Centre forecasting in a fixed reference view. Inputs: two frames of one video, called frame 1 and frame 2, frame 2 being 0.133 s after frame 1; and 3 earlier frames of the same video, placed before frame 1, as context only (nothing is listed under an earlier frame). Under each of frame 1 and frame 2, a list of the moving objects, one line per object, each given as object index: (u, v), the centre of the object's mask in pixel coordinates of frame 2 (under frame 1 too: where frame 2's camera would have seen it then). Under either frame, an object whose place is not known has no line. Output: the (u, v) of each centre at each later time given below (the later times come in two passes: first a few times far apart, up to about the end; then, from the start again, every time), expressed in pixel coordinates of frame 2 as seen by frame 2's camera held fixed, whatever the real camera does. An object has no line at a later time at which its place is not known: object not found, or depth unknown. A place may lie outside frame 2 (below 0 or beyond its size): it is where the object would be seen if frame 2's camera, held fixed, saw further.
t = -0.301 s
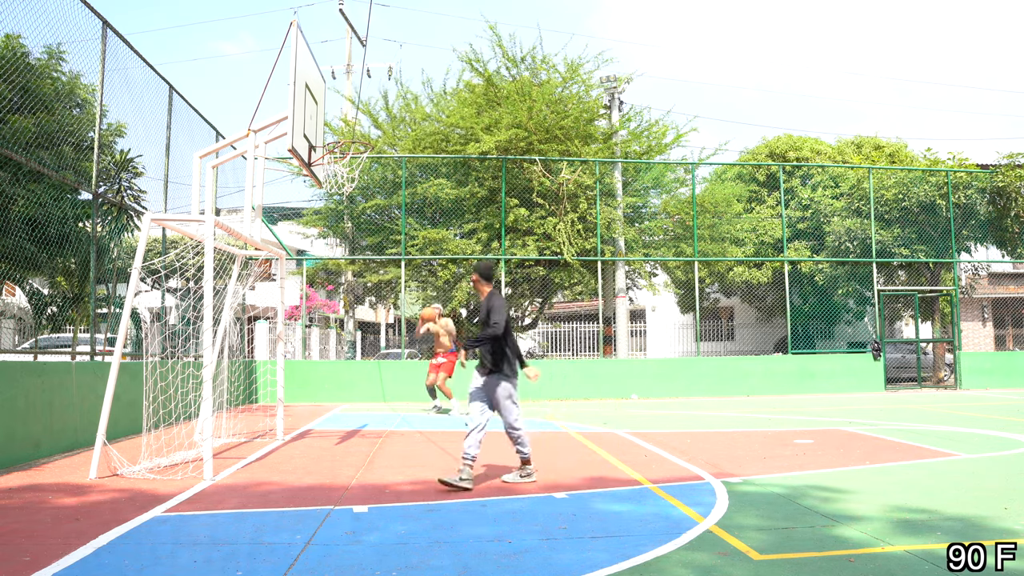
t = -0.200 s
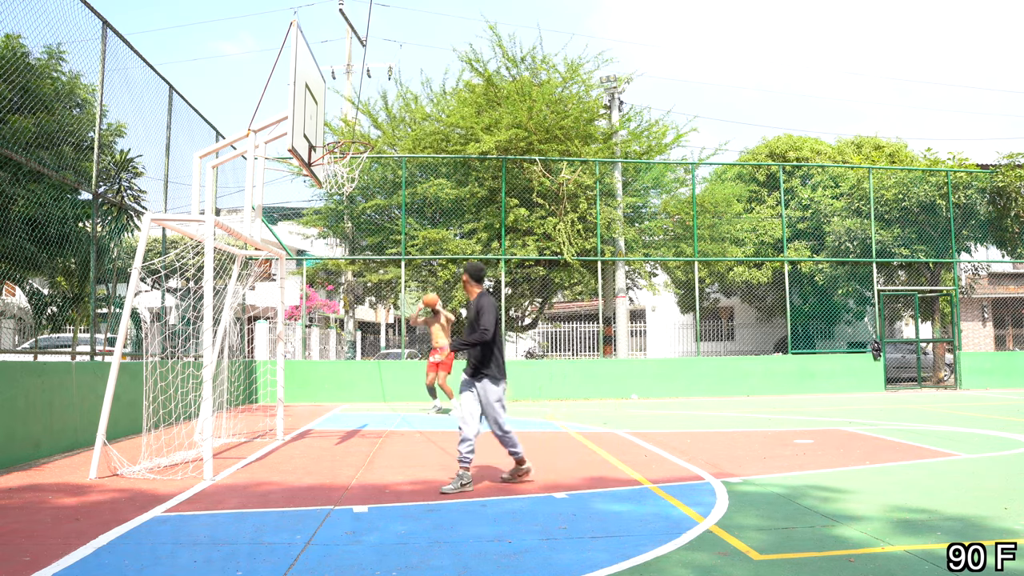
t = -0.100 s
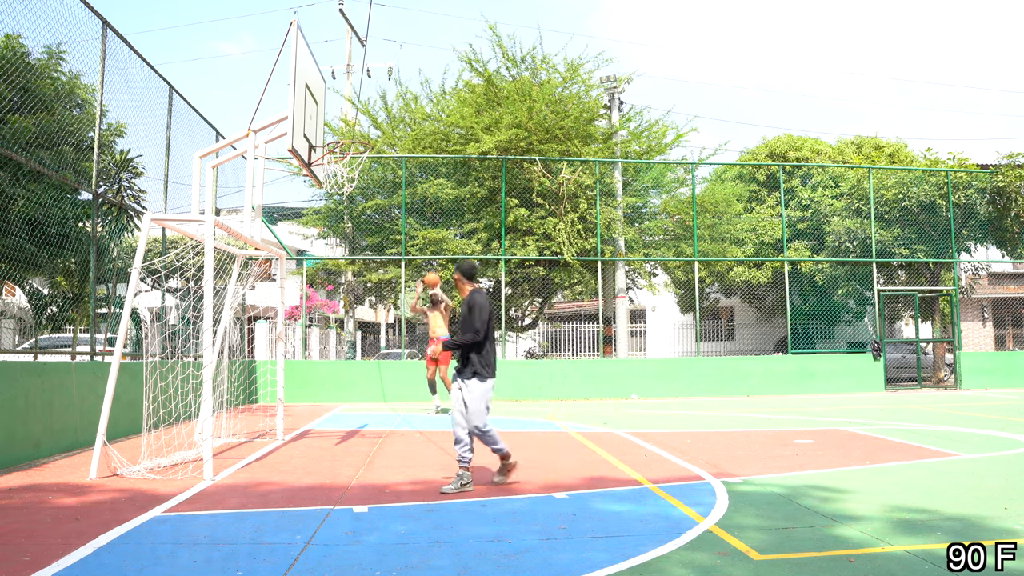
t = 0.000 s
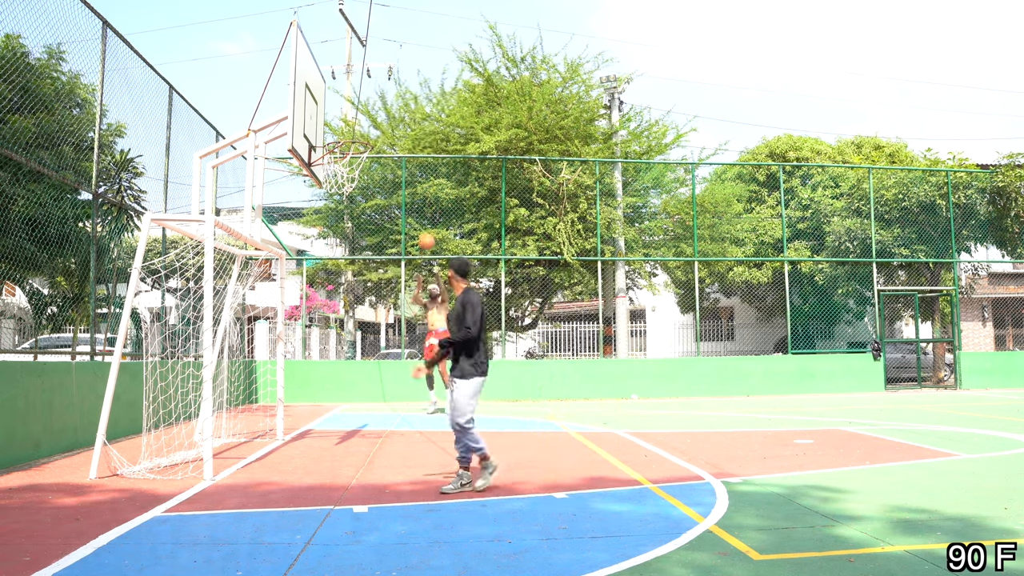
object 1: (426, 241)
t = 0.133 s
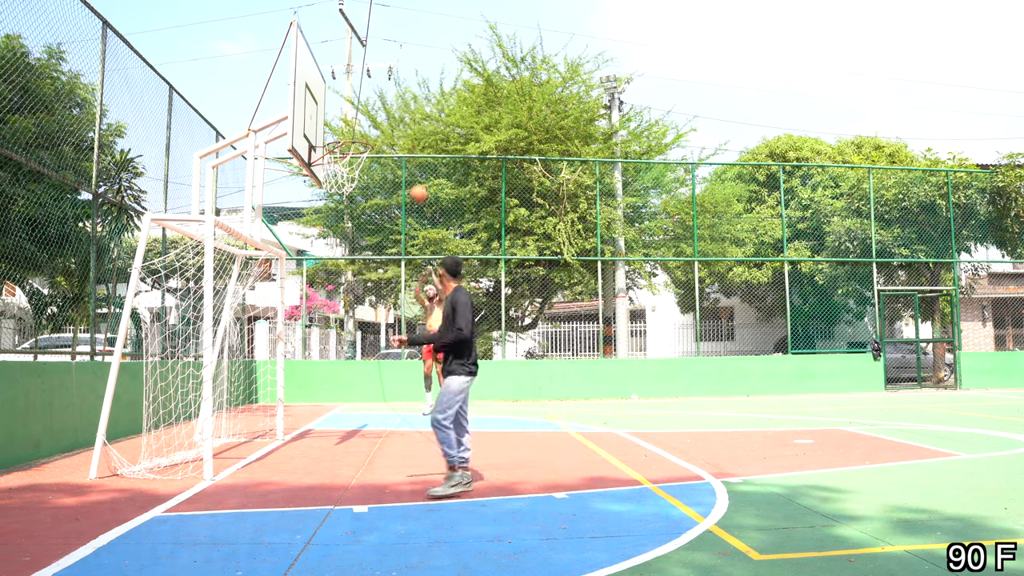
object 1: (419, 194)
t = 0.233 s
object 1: (412, 164)
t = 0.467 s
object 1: (395, 113)
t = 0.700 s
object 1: (375, 94)
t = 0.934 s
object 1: (350, 118)
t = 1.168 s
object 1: (362, 164)
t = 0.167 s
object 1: (416, 183)
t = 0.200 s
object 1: (414, 173)
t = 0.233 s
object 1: (412, 164)
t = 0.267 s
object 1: (409, 154)
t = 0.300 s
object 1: (407, 146)
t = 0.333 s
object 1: (405, 138)
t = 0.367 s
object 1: (402, 131)
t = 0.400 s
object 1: (400, 124)
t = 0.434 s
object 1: (398, 118)
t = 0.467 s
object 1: (395, 113)
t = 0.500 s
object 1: (393, 108)
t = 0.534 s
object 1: (390, 104)
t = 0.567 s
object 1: (387, 100)
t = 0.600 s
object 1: (384, 98)
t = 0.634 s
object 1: (381, 96)
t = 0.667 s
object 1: (379, 95)
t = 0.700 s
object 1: (375, 94)
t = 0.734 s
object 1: (372, 95)
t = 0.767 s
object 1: (369, 96)
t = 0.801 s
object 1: (366, 98)
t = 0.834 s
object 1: (362, 101)
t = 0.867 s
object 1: (359, 105)
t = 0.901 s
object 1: (354, 111)
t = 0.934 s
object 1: (350, 118)
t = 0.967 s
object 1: (346, 125)
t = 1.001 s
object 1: (342, 132)
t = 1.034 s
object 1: (338, 143)
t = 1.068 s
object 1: (339, 145)
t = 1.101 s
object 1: (347, 150)
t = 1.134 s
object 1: (357, 155)
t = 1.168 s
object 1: (362, 164)
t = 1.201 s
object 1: (367, 173)
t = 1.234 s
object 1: (372, 184)
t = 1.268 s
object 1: (377, 195)
